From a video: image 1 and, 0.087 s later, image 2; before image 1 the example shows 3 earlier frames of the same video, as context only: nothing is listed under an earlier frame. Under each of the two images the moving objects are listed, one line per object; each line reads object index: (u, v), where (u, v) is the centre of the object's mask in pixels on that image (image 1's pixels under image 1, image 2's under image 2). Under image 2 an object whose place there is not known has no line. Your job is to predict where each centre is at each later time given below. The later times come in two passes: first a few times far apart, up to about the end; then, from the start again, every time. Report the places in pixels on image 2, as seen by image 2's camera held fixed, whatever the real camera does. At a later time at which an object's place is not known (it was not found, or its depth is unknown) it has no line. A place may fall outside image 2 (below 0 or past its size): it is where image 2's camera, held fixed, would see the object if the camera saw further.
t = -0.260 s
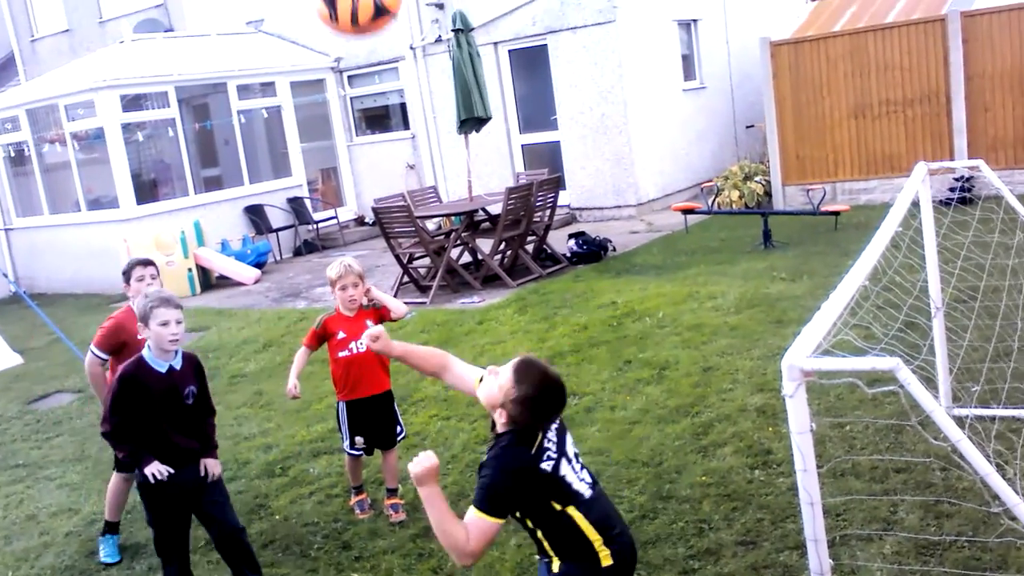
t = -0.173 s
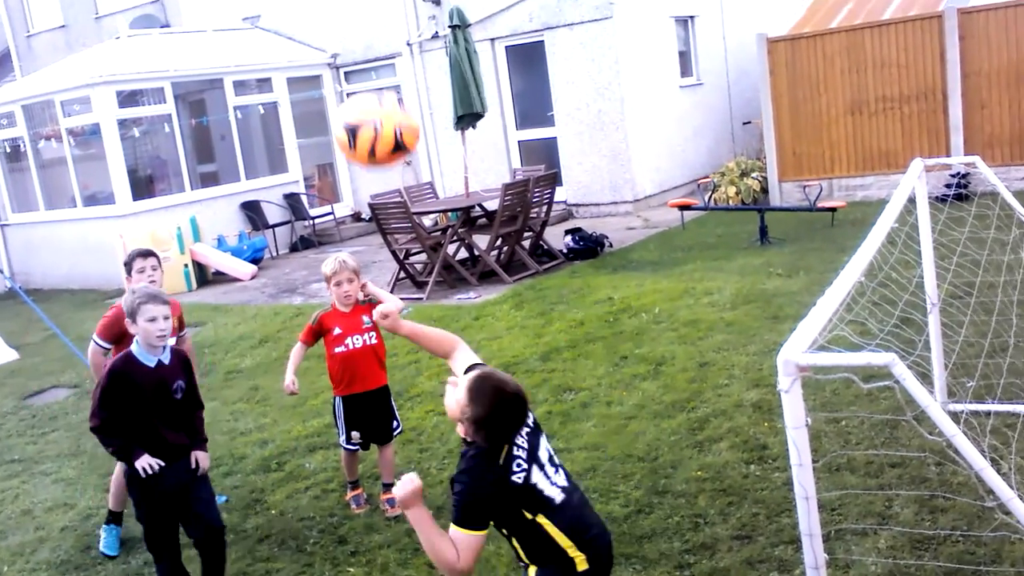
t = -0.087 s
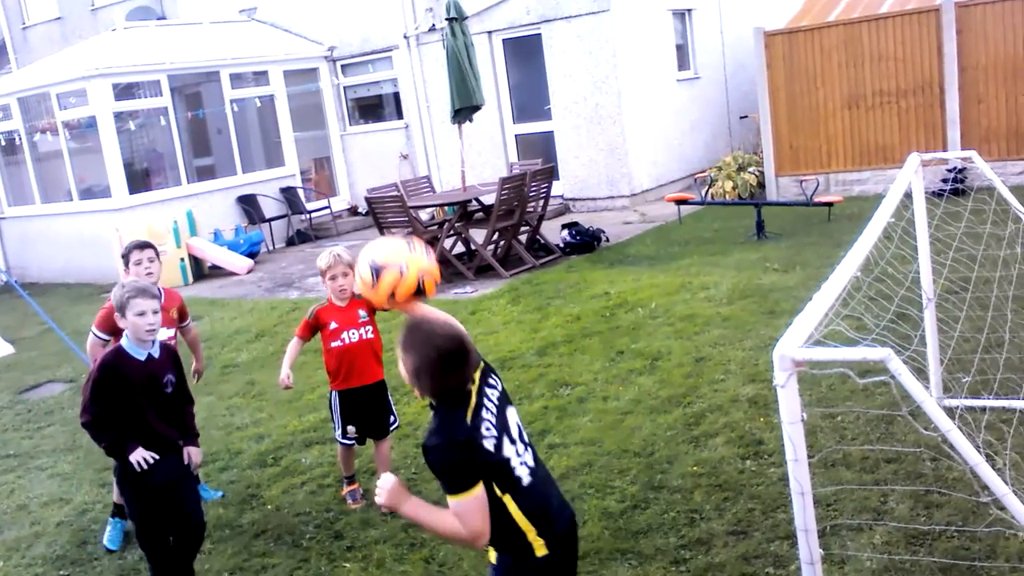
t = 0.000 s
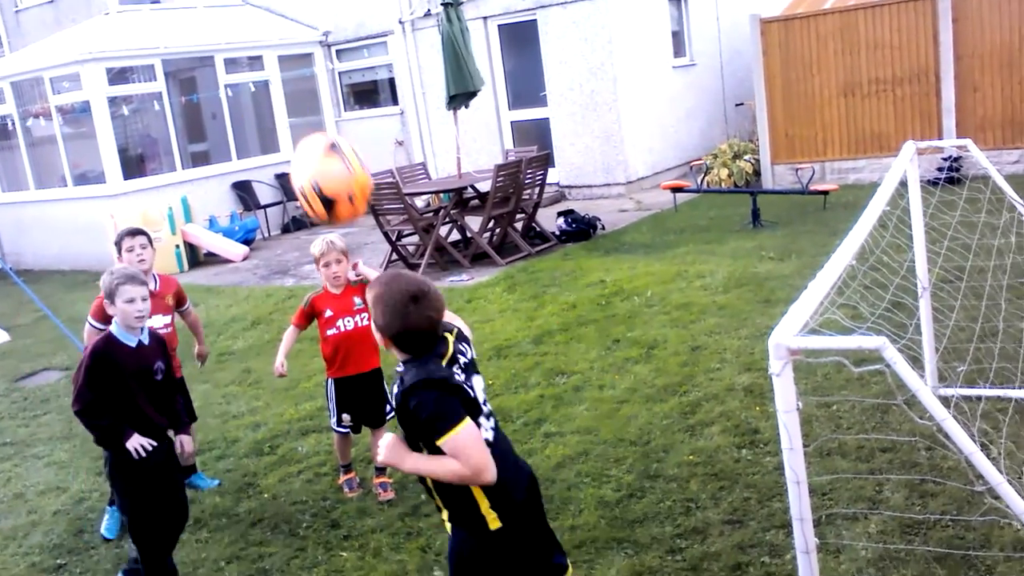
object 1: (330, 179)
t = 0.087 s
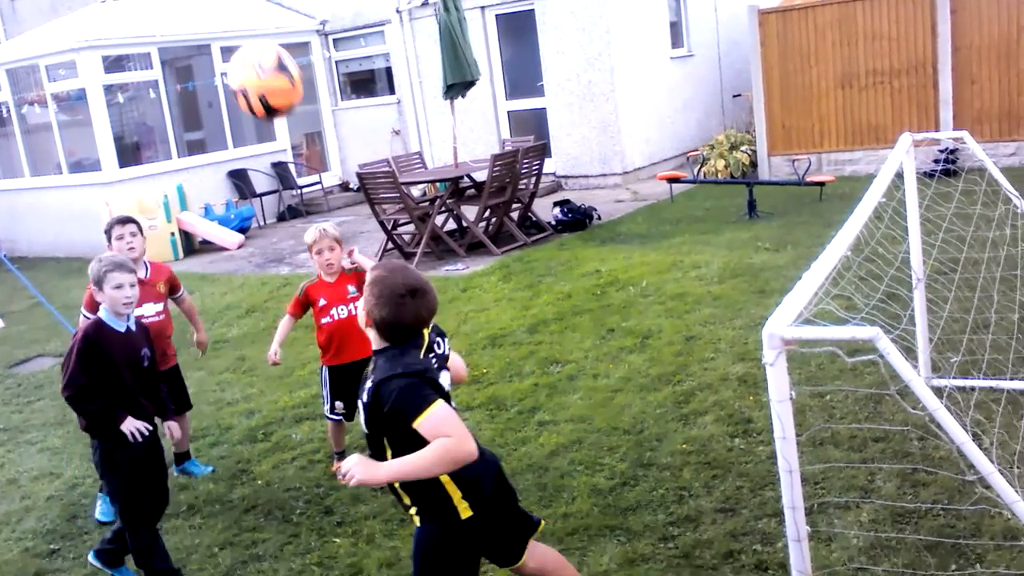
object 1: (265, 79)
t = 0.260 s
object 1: (190, 35)
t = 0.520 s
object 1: (141, 104)
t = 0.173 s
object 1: (220, 42)
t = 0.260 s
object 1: (190, 35)
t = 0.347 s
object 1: (168, 41)
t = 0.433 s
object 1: (151, 64)
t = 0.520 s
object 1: (141, 104)
